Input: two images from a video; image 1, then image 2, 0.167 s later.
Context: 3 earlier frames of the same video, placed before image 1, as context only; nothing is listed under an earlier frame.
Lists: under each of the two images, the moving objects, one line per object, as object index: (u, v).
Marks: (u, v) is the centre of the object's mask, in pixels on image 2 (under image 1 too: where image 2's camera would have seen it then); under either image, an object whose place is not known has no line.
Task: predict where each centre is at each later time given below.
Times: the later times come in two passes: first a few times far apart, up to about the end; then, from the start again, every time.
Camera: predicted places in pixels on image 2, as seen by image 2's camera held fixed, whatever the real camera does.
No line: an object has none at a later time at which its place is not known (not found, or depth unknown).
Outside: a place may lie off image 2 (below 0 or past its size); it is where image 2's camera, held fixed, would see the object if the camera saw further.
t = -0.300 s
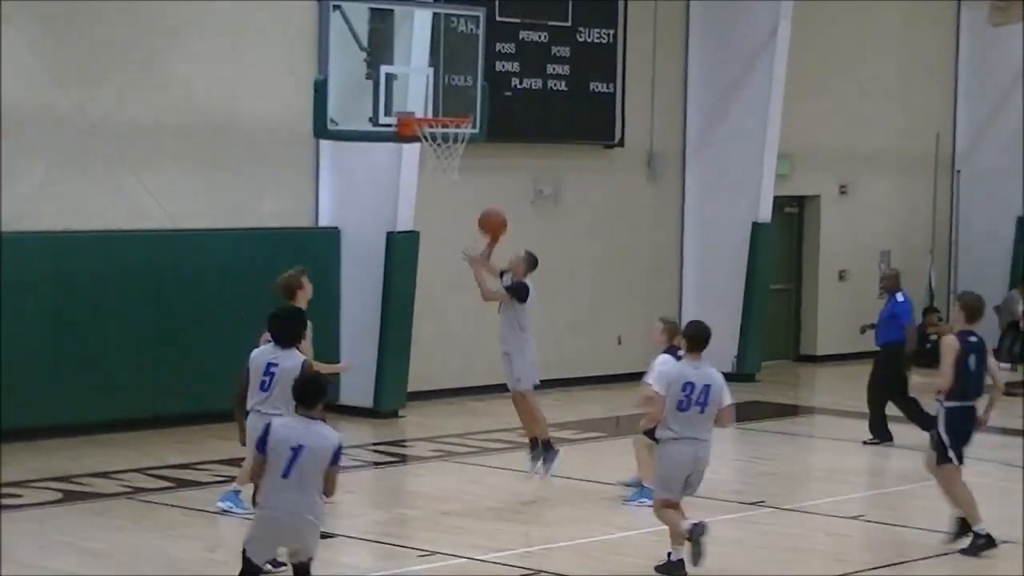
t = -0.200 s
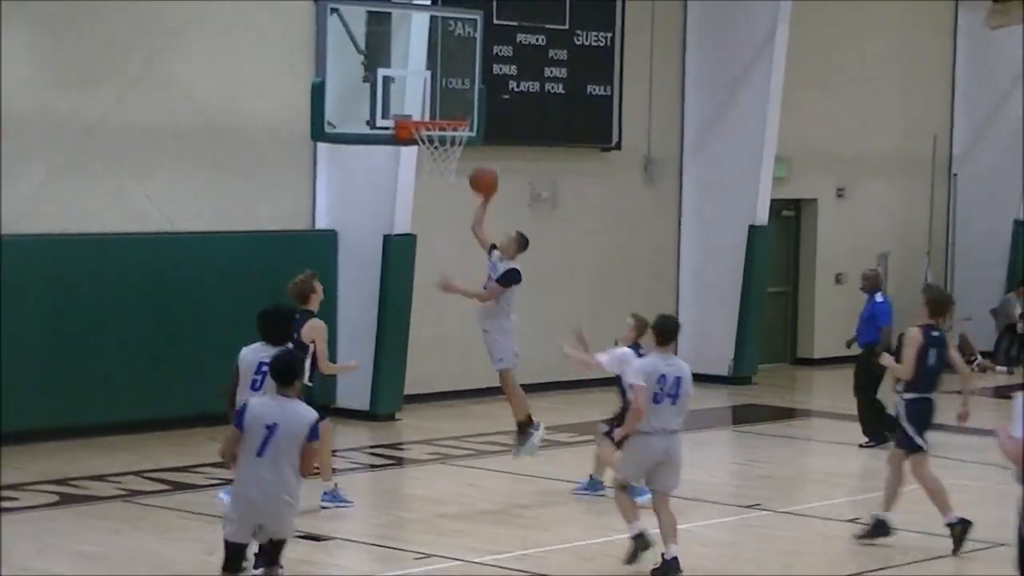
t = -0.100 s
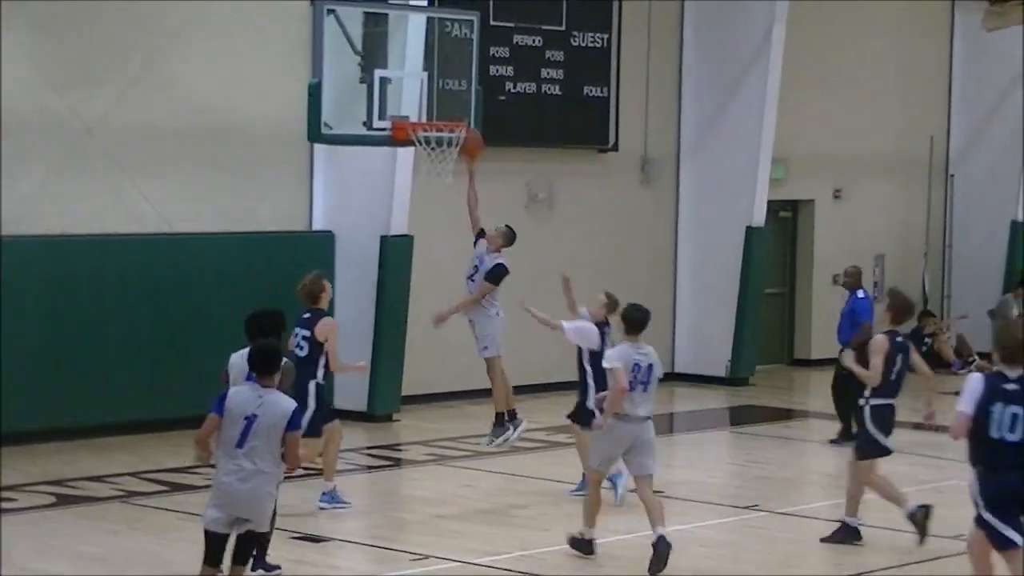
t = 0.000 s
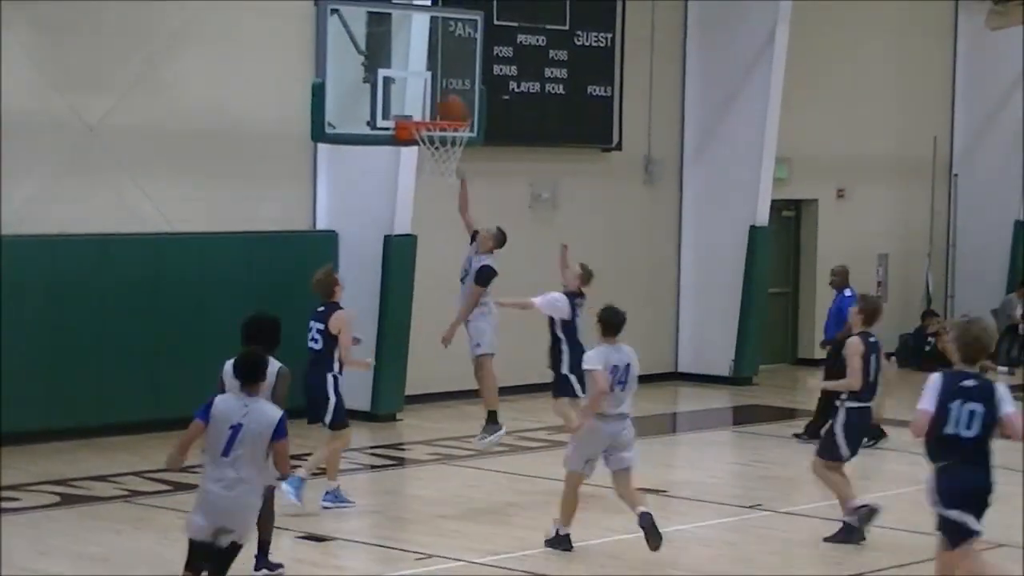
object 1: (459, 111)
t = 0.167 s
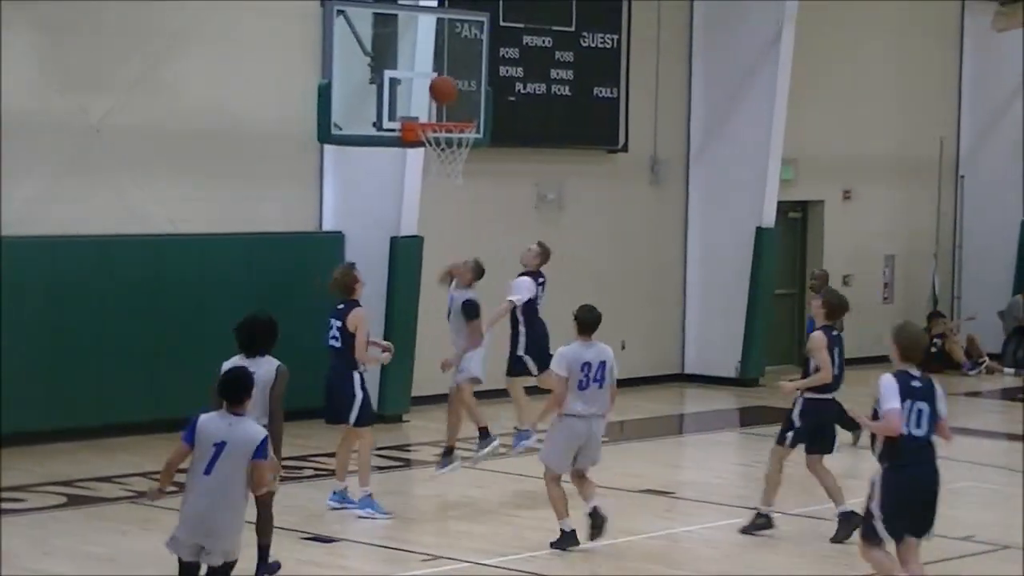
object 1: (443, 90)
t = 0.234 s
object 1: (444, 90)
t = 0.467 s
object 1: (445, 139)
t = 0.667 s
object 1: (450, 198)
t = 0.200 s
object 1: (443, 89)
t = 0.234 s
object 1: (444, 90)
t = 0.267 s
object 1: (443, 93)
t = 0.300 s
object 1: (443, 97)
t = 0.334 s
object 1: (444, 103)
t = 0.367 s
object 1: (444, 109)
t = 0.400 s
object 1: (445, 114)
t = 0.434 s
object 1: (444, 128)
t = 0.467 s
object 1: (445, 139)
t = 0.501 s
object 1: (444, 149)
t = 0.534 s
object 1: (446, 159)
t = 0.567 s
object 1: (446, 169)
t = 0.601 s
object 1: (448, 178)
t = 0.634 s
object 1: (448, 186)
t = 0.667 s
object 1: (450, 198)
